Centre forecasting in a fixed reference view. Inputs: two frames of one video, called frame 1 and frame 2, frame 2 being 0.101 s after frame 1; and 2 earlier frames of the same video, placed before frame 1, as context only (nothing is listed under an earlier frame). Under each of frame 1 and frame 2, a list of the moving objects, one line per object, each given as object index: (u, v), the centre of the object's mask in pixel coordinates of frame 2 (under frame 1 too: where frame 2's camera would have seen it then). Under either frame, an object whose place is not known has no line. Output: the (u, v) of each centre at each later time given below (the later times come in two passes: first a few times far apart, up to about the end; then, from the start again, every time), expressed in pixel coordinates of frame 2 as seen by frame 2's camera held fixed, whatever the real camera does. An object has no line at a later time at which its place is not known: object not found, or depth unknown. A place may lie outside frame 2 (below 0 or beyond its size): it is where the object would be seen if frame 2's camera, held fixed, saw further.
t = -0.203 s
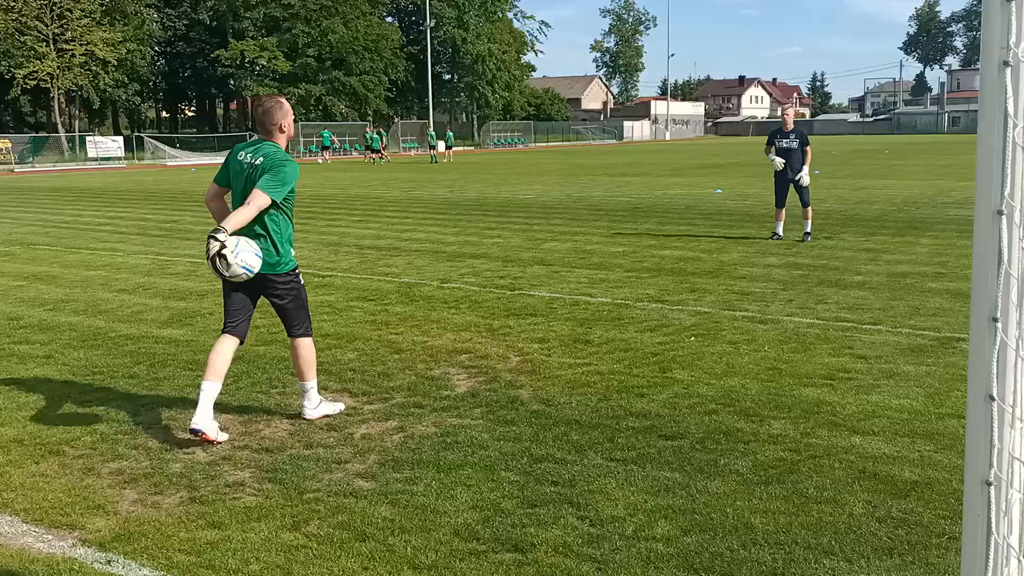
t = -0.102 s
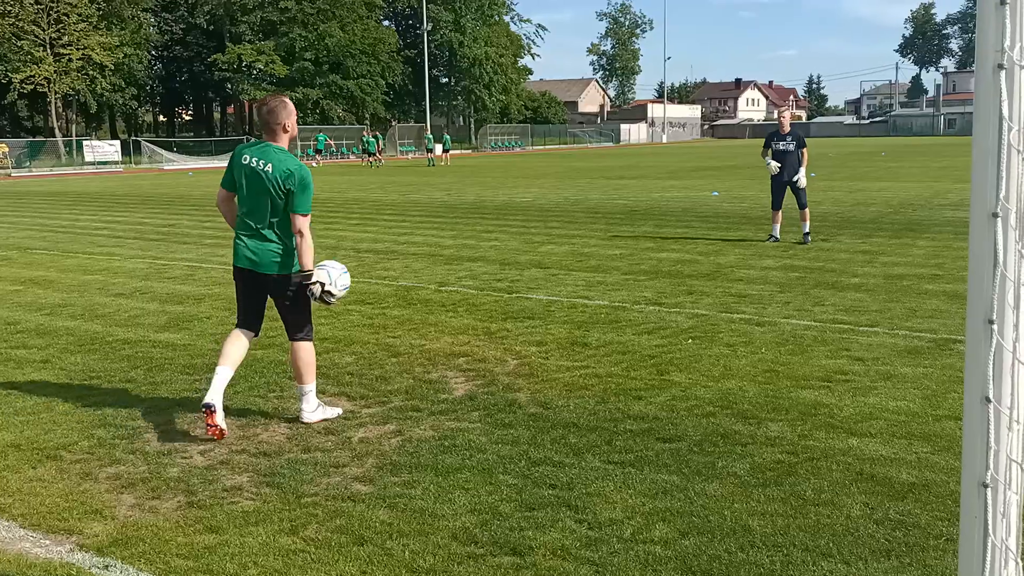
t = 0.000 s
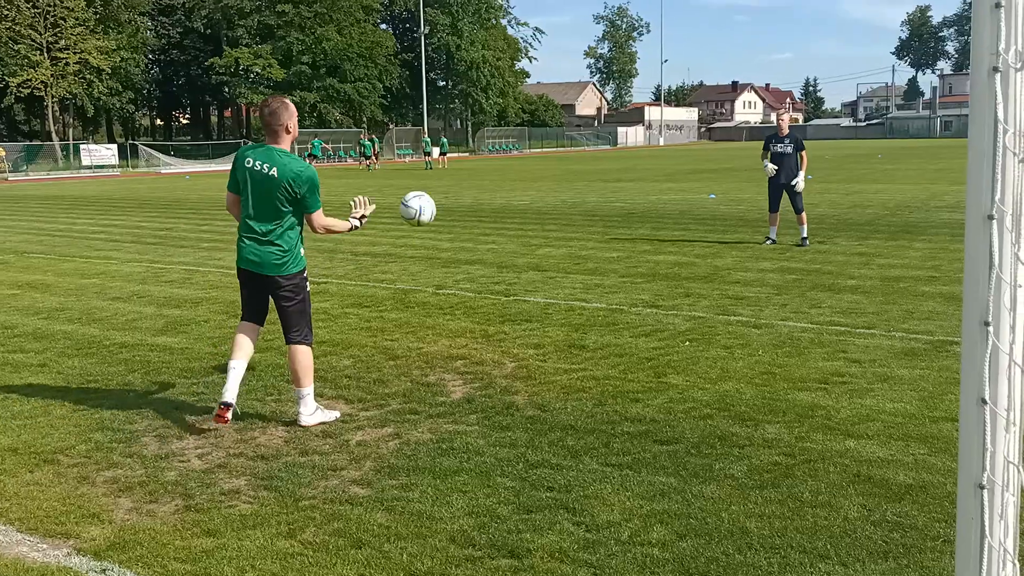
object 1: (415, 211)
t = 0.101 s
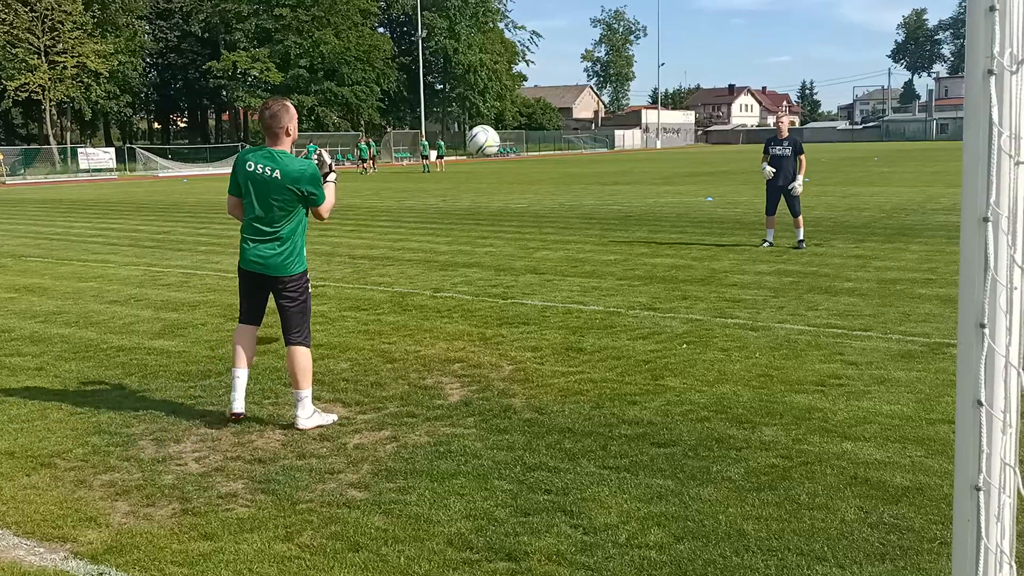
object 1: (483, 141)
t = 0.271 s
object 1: (573, 79)
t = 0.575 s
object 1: (682, 76)
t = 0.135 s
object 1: (504, 123)
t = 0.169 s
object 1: (522, 109)
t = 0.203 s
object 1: (540, 97)
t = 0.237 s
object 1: (557, 87)
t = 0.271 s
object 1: (573, 79)
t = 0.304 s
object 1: (587, 73)
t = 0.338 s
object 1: (601, 69)
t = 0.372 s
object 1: (615, 66)
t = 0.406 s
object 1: (628, 65)
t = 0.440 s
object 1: (640, 65)
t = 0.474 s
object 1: (651, 66)
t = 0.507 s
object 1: (661, 69)
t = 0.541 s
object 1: (672, 72)
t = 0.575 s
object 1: (682, 76)
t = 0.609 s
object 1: (691, 80)
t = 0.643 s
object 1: (701, 87)
